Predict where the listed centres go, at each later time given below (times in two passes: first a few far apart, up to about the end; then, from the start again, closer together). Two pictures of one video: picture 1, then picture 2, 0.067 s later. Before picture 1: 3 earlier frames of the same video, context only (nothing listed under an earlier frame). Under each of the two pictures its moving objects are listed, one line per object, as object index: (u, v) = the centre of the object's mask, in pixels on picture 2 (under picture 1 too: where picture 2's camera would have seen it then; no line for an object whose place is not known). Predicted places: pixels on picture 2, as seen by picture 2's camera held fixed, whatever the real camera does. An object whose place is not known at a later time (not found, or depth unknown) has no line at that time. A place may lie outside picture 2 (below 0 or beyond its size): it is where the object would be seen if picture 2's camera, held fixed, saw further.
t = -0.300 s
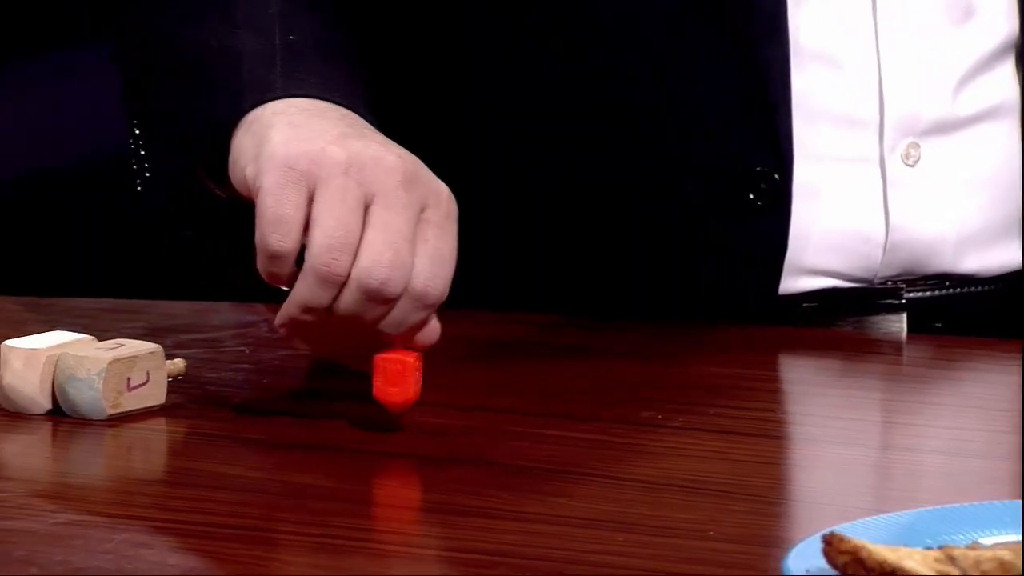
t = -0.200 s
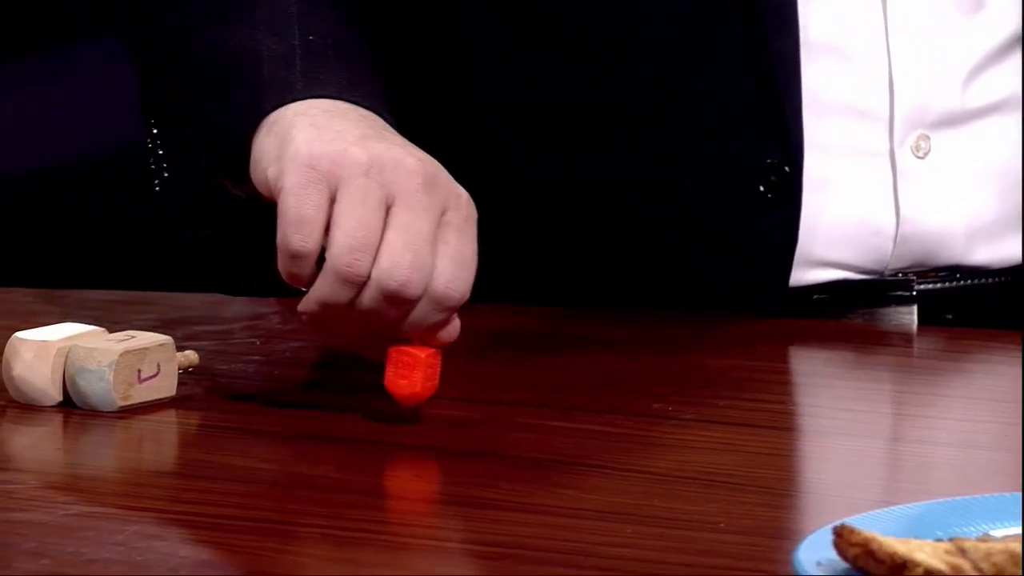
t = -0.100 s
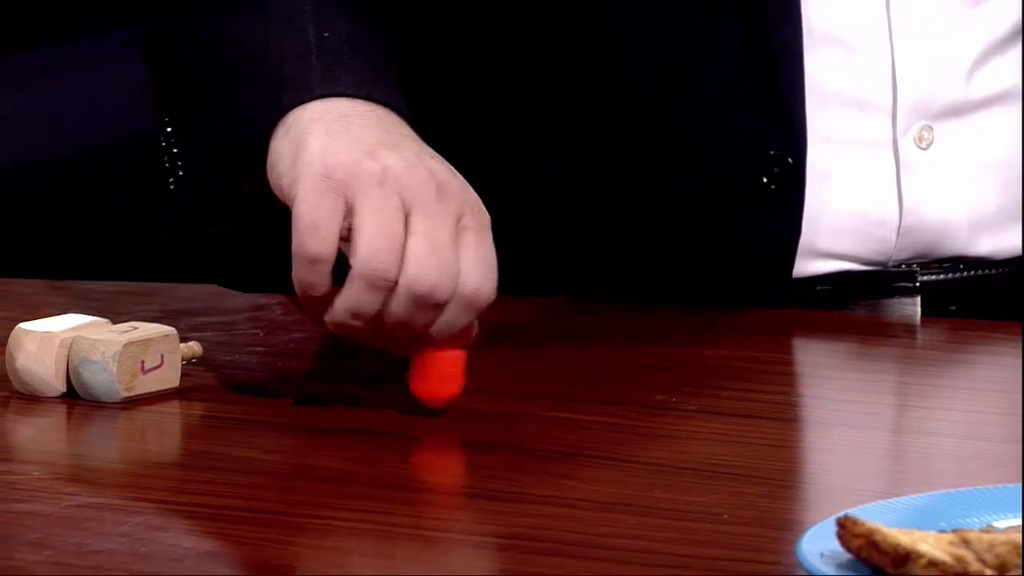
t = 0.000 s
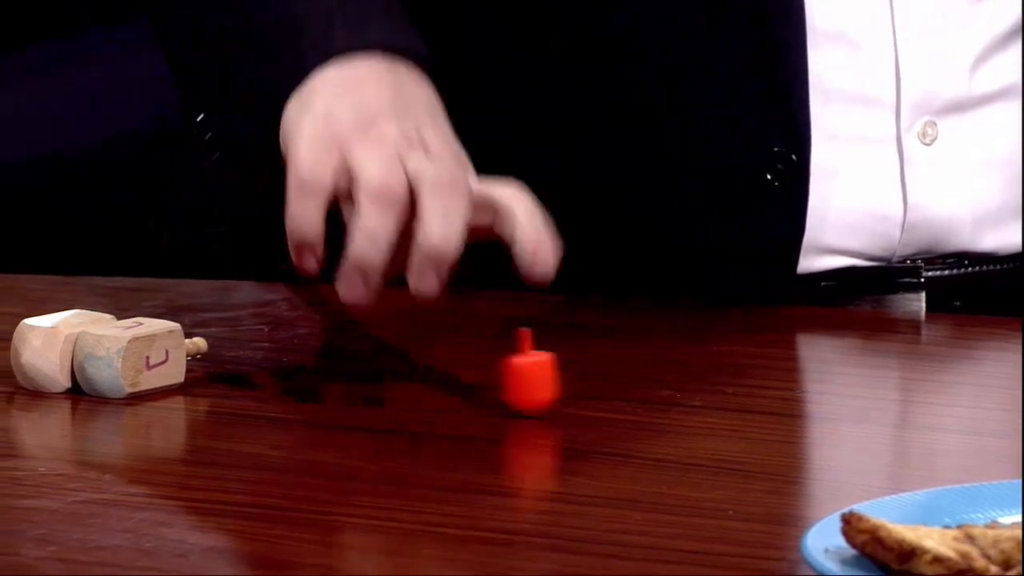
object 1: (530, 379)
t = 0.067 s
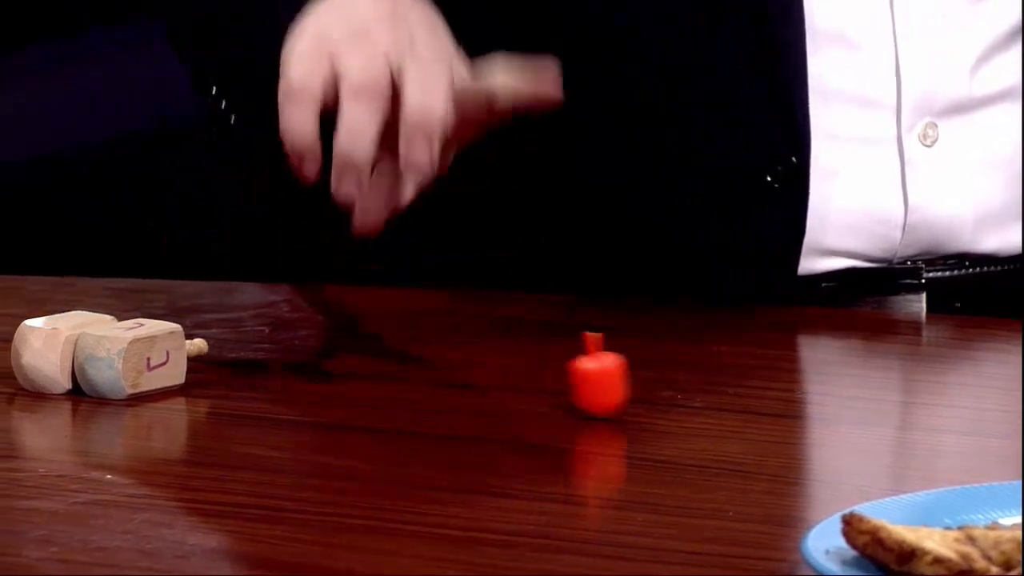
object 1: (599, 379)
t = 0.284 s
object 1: (780, 383)
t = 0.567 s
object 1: (920, 382)
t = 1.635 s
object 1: (953, 378)
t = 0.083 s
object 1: (617, 379)
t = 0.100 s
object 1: (631, 380)
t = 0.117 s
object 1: (646, 379)
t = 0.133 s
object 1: (662, 379)
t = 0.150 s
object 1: (676, 381)
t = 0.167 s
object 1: (691, 378)
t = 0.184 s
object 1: (705, 380)
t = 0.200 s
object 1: (719, 382)
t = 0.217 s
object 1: (732, 378)
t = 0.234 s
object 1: (745, 381)
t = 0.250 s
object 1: (757, 383)
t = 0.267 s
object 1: (769, 381)
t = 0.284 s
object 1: (780, 383)
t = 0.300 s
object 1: (791, 383)
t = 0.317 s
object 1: (802, 383)
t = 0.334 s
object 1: (812, 382)
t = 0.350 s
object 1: (822, 383)
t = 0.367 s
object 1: (832, 383)
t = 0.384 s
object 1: (842, 383)
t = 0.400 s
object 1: (850, 383)
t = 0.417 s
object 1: (859, 383)
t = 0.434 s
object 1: (868, 382)
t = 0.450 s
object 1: (876, 383)
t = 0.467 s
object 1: (883, 383)
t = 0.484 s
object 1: (891, 383)
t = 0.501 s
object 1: (897, 383)
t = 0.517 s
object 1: (903, 382)
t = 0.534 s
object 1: (909, 382)
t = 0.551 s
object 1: (915, 382)
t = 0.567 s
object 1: (920, 382)
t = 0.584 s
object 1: (924, 382)
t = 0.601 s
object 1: (929, 382)
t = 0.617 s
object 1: (932, 382)
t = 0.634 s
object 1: (936, 382)
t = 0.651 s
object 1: (938, 382)
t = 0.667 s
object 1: (941, 382)
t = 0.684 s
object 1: (943, 382)
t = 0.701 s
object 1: (944, 382)
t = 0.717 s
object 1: (946, 381)
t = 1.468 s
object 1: (959, 380)
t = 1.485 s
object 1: (959, 379)
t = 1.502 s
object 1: (959, 379)
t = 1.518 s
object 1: (958, 379)
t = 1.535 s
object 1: (958, 378)
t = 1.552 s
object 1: (957, 379)
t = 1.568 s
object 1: (957, 378)
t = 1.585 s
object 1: (956, 378)
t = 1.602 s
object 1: (955, 378)
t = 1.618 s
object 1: (954, 378)
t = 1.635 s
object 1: (953, 378)
